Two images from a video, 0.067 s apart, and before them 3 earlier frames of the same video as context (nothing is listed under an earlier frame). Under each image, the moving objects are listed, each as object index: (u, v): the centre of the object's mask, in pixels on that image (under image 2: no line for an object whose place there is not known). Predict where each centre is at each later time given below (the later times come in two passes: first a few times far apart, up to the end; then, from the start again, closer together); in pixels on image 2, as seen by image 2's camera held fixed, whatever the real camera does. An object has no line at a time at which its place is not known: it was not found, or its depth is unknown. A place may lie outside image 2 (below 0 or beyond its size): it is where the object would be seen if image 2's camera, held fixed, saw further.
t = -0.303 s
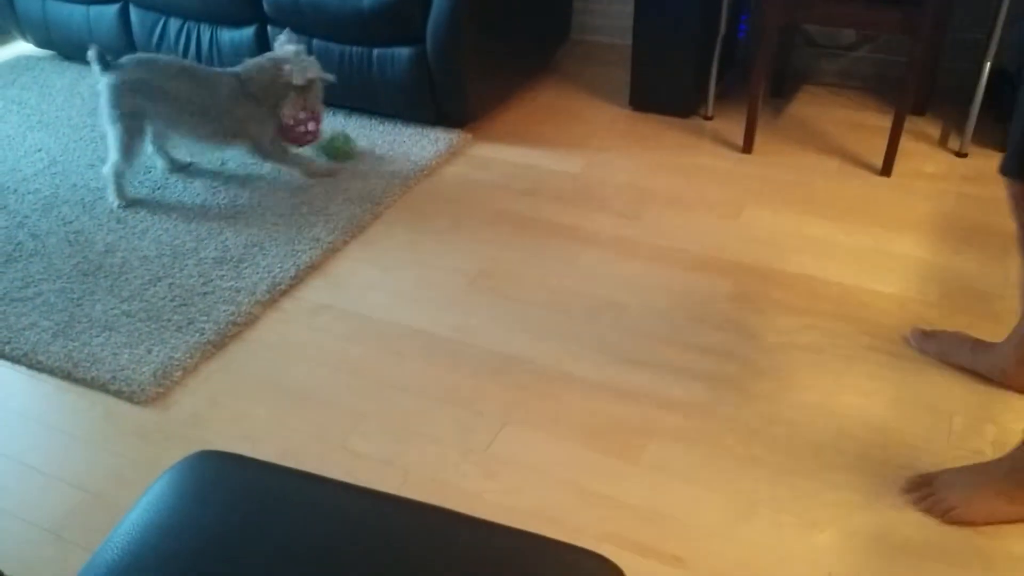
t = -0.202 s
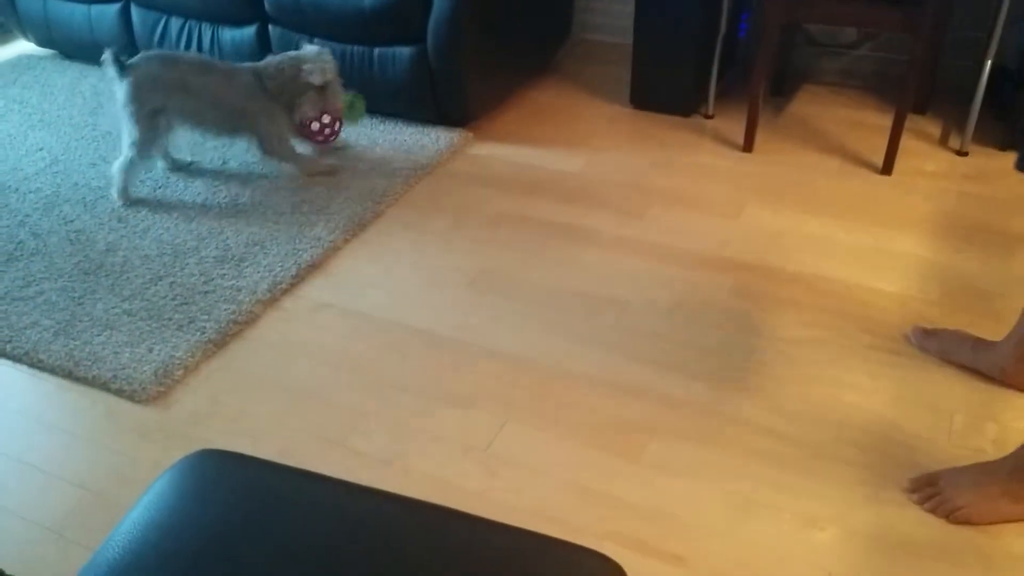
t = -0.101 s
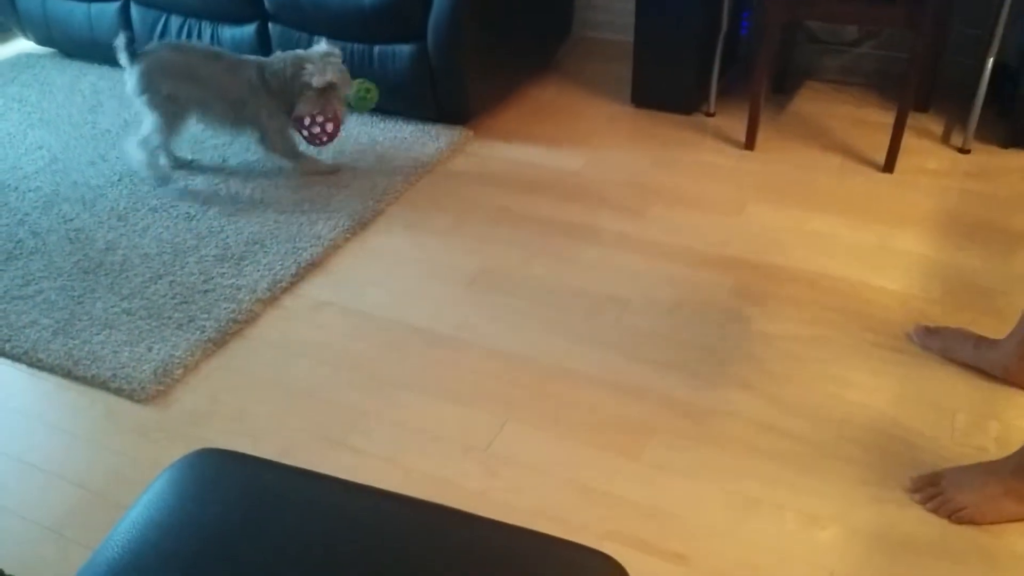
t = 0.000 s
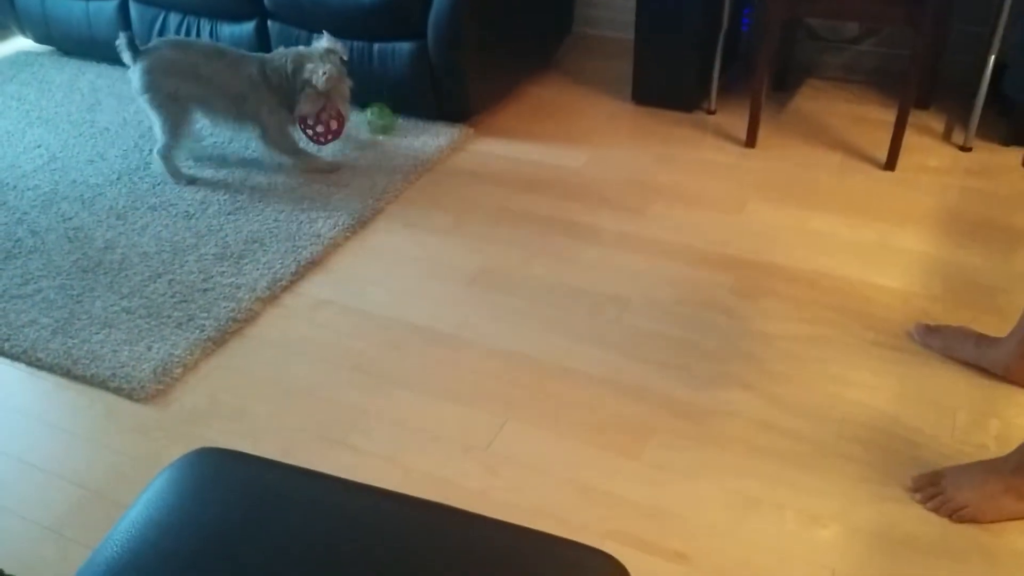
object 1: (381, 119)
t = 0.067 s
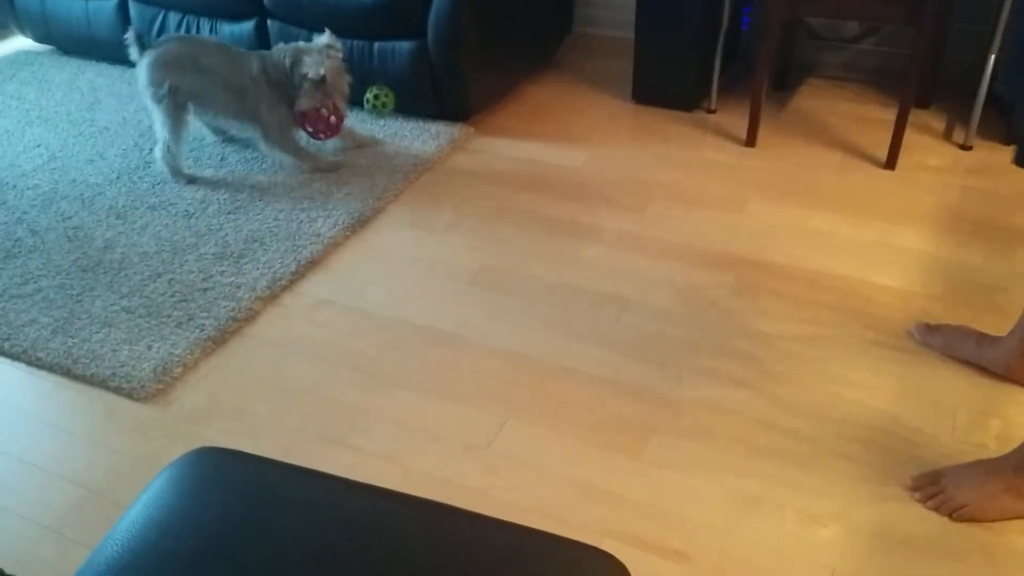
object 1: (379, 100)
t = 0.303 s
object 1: (396, 146)
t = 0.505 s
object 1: (407, 159)
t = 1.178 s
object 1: (462, 257)
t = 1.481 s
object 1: (485, 297)
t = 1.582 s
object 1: (491, 312)
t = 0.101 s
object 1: (381, 96)
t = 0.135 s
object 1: (382, 95)
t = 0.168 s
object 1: (383, 96)
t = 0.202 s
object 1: (385, 101)
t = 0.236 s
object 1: (388, 110)
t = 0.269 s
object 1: (392, 124)
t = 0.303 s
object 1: (396, 146)
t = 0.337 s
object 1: (399, 151)
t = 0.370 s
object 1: (400, 148)
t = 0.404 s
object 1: (401, 144)
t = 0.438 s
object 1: (403, 146)
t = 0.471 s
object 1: (406, 151)
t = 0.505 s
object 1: (407, 159)
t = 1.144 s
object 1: (459, 249)
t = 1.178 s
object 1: (462, 257)
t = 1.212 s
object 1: (465, 260)
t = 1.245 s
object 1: (468, 264)
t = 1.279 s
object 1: (471, 268)
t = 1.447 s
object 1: (483, 294)
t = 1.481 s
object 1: (485, 297)
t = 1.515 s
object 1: (487, 303)
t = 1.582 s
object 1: (491, 312)
